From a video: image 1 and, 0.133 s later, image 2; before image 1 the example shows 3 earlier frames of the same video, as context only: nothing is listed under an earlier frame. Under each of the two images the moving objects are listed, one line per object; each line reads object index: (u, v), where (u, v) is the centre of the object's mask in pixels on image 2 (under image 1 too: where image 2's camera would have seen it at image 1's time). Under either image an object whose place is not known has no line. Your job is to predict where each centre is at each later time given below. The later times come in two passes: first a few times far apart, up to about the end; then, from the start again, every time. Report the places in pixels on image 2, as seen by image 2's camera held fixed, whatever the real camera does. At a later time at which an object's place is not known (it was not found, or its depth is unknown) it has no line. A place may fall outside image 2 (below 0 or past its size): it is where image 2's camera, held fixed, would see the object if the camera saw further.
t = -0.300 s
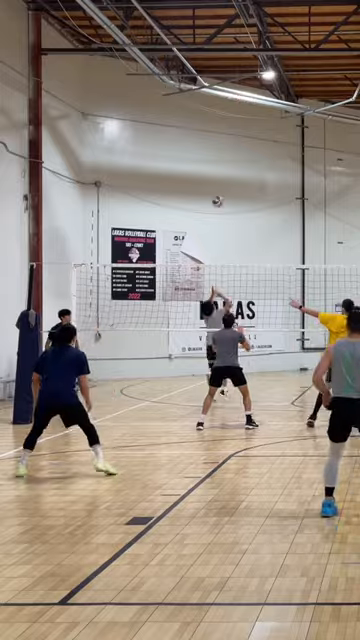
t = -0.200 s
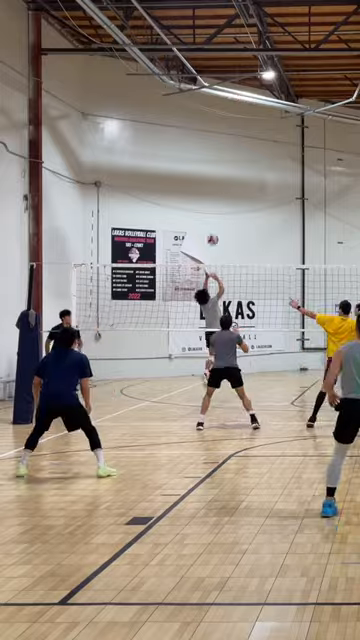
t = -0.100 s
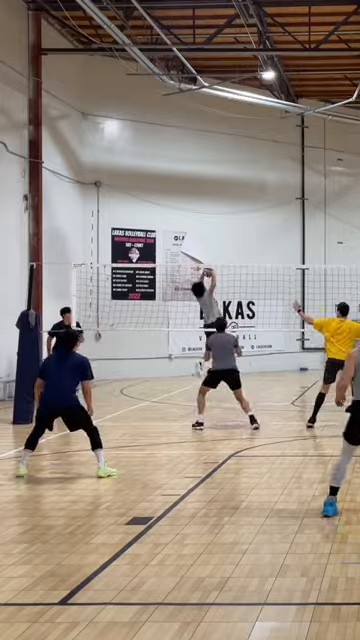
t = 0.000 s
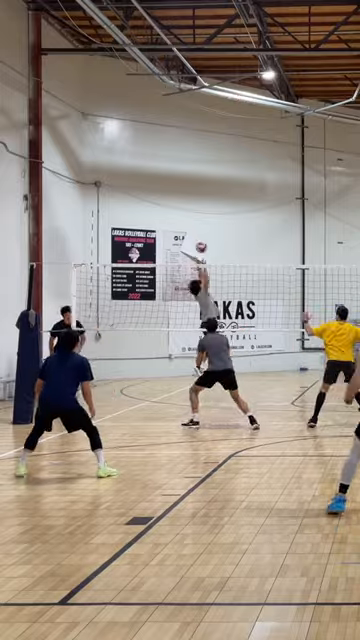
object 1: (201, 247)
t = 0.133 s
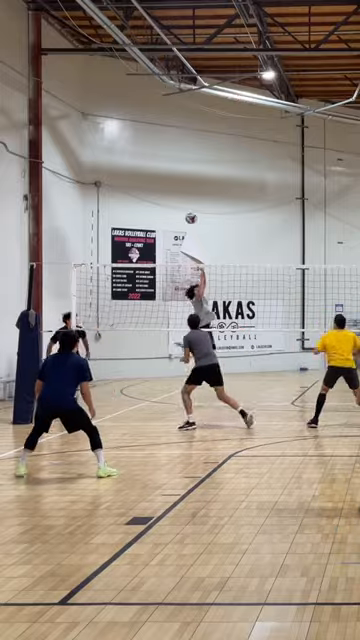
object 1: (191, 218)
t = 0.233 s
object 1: (183, 202)
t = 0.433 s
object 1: (168, 187)
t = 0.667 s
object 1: (150, 196)
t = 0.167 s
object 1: (188, 212)
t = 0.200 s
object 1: (185, 207)
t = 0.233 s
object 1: (183, 202)
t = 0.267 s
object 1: (181, 198)
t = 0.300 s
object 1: (178, 194)
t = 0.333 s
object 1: (175, 192)
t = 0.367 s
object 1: (172, 189)
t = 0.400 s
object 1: (170, 188)
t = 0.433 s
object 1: (168, 187)
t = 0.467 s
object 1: (166, 186)
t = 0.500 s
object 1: (163, 186)
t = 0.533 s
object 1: (160, 186)
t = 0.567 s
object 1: (157, 188)
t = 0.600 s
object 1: (155, 190)
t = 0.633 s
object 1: (153, 194)
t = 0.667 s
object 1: (150, 196)
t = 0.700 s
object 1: (148, 201)
